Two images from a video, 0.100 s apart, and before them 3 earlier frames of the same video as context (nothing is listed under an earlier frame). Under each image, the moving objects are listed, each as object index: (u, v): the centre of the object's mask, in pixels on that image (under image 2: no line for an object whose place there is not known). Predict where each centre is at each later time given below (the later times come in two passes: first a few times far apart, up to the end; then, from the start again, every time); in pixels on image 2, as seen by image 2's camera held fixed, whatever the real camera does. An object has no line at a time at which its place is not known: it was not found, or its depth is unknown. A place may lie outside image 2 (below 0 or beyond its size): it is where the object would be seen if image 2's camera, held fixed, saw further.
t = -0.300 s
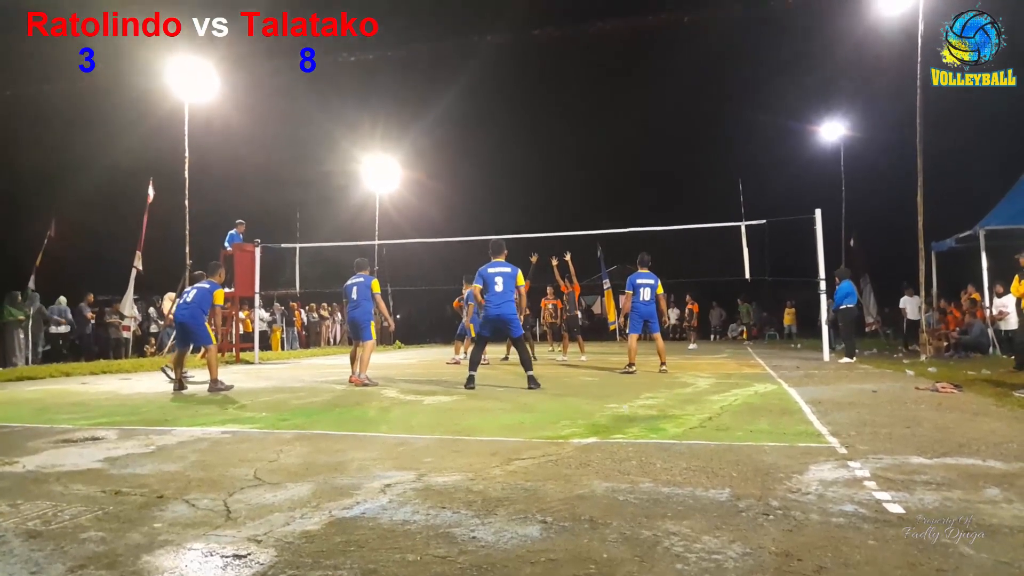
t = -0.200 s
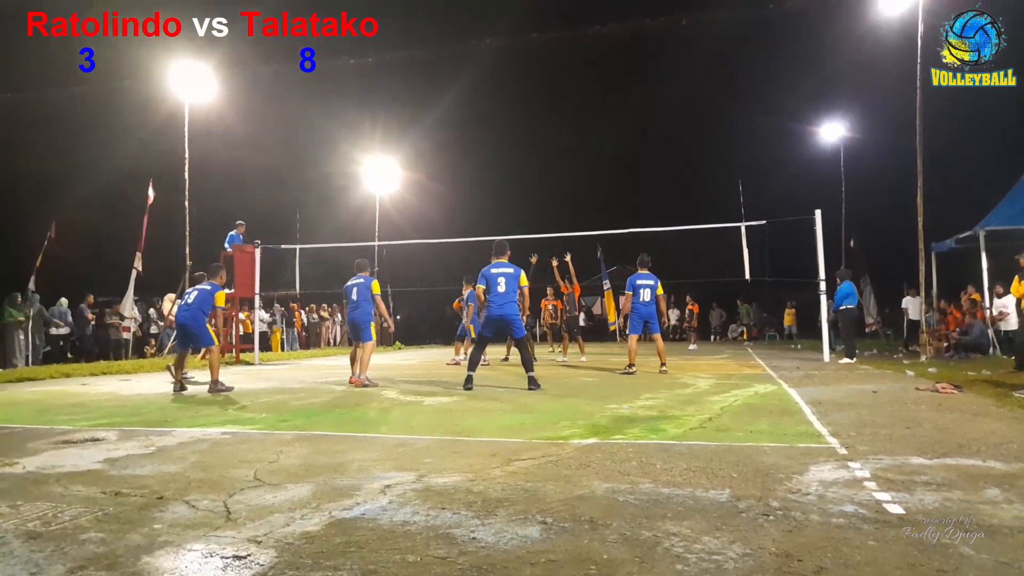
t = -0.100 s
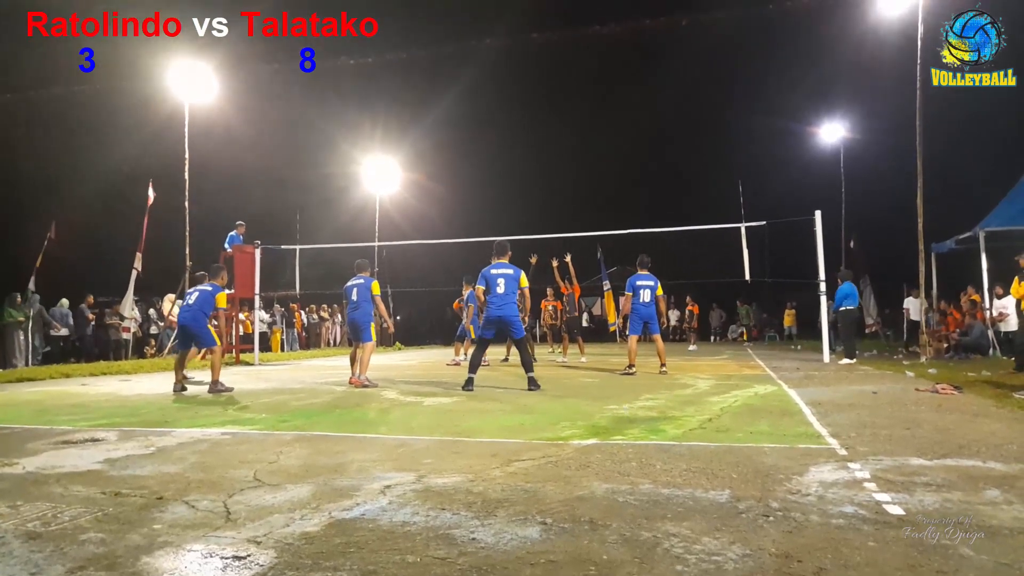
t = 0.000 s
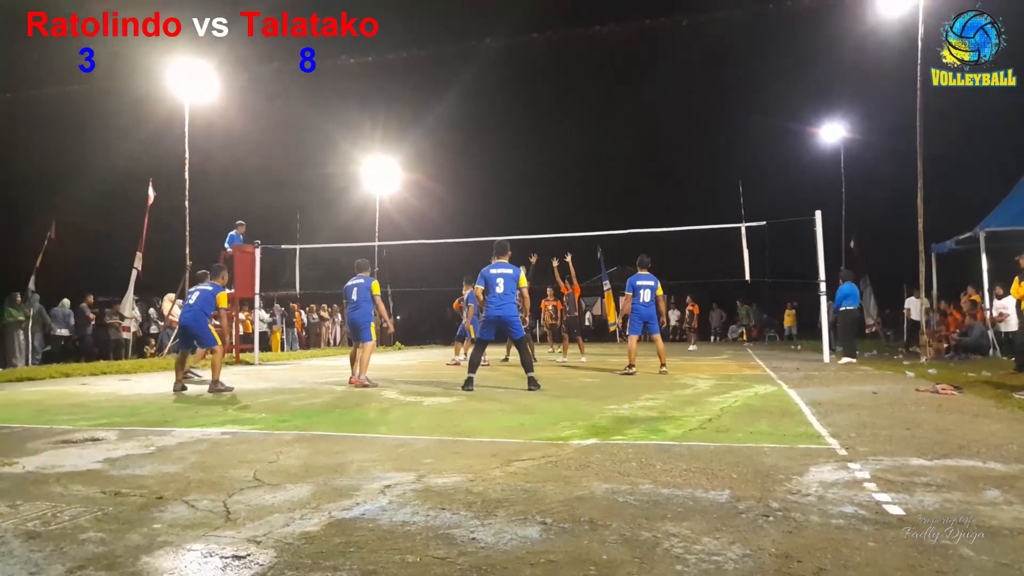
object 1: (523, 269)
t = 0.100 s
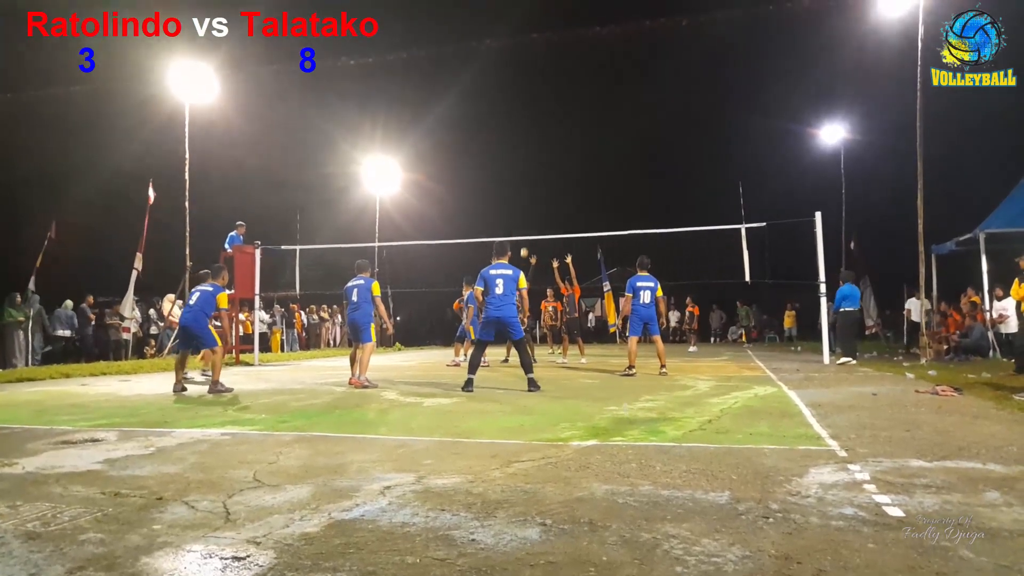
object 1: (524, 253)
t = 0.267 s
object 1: (525, 223)
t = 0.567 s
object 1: (525, 186)
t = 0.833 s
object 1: (524, 179)
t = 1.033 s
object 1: (524, 202)
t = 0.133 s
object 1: (524, 246)
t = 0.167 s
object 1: (525, 240)
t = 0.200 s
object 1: (525, 233)
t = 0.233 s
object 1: (525, 229)
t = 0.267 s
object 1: (525, 223)
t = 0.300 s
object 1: (526, 218)
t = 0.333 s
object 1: (526, 213)
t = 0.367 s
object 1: (526, 209)
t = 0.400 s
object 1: (526, 204)
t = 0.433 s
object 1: (525, 200)
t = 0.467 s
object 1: (525, 196)
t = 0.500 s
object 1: (525, 192)
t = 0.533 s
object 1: (525, 189)
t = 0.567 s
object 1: (525, 186)
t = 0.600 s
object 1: (525, 183)
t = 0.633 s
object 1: (525, 181)
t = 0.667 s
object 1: (525, 179)
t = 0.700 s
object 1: (525, 178)
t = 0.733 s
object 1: (525, 177)
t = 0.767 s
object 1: (524, 177)
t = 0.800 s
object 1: (524, 178)
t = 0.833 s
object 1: (524, 179)
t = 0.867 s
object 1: (524, 181)
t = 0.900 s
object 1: (524, 184)
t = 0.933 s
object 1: (524, 187)
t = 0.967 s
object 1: (524, 191)
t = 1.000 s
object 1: (524, 196)
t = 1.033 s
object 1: (524, 202)
